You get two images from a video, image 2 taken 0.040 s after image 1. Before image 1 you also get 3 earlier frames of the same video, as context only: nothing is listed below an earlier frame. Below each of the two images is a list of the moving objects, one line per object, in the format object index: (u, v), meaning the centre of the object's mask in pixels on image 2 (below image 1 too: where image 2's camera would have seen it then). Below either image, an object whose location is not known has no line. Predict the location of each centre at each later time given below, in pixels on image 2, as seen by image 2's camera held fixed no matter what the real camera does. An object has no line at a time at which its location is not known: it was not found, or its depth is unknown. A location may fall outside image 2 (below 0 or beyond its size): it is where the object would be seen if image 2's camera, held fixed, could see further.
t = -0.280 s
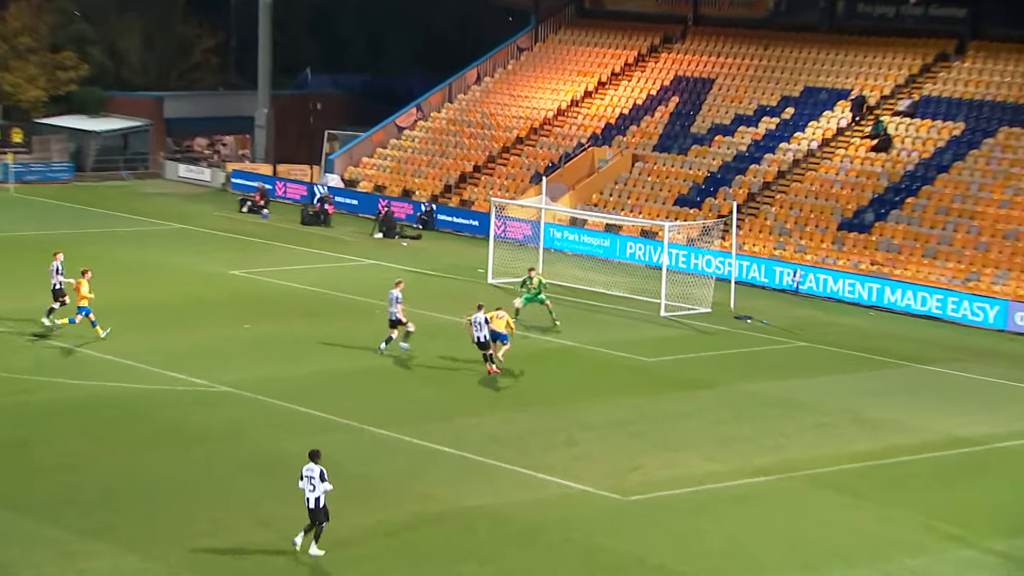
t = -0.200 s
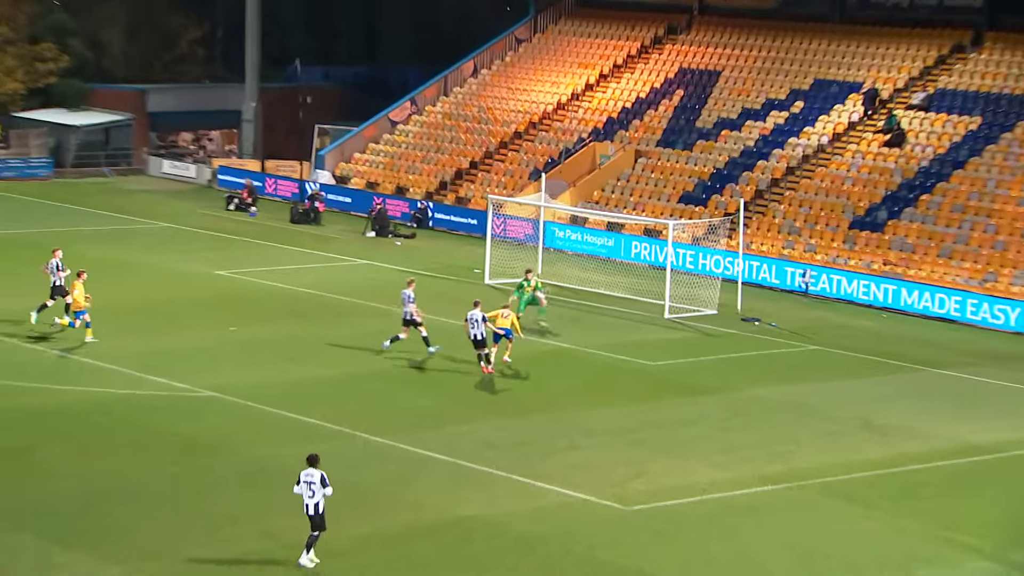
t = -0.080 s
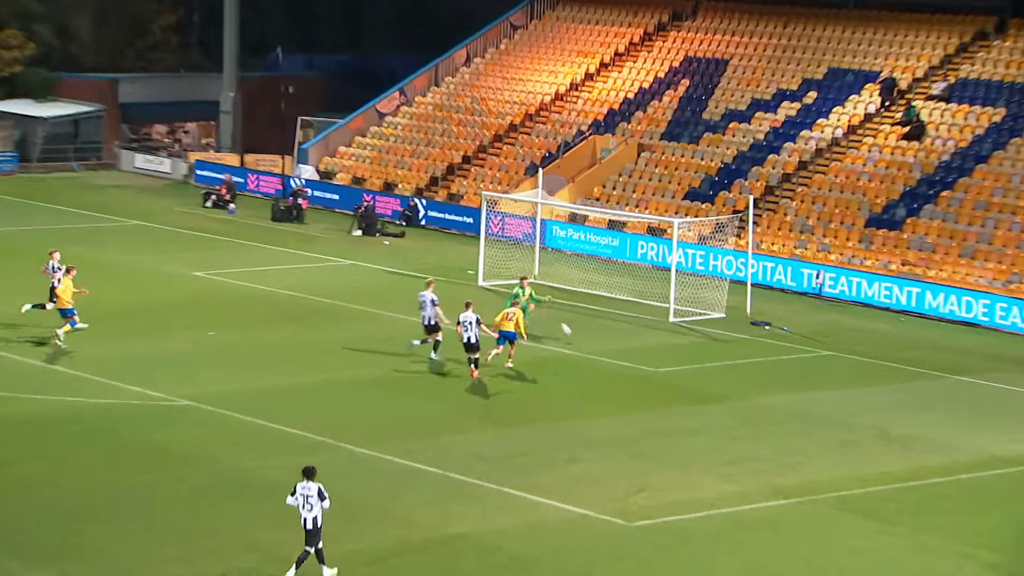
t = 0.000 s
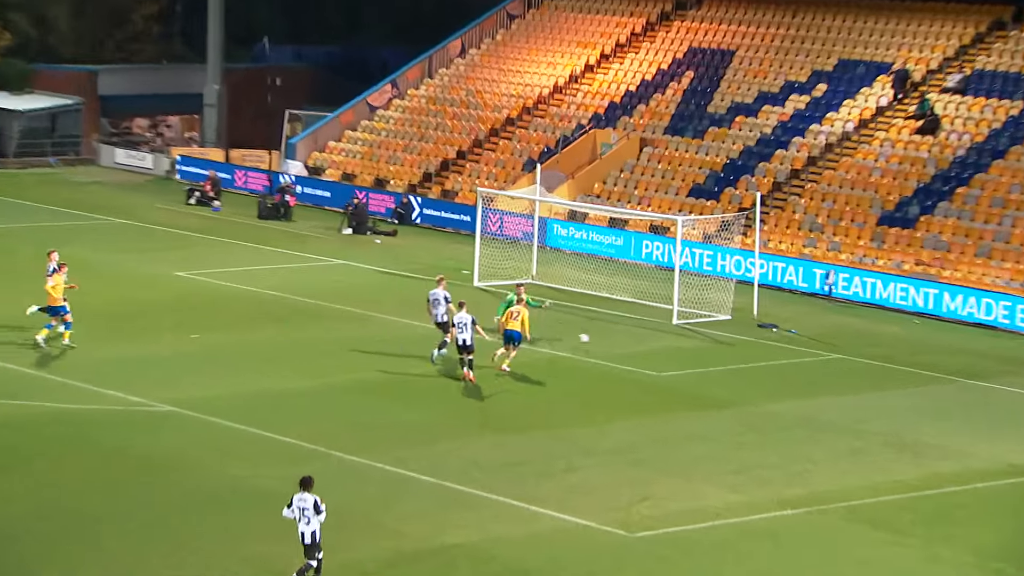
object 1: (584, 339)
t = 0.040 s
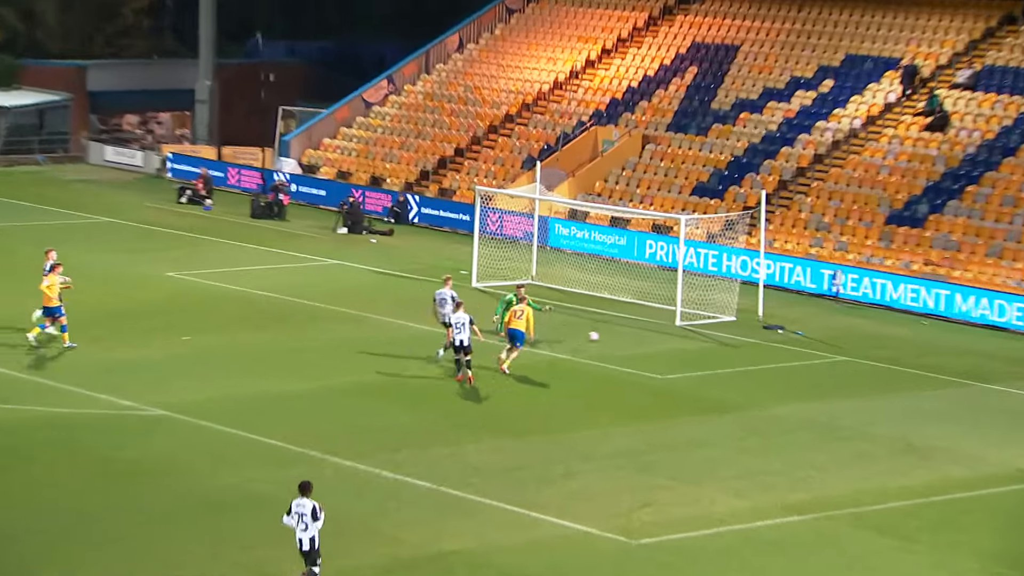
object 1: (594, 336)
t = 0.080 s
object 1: (602, 334)
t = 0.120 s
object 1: (612, 331)
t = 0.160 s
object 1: (622, 330)
